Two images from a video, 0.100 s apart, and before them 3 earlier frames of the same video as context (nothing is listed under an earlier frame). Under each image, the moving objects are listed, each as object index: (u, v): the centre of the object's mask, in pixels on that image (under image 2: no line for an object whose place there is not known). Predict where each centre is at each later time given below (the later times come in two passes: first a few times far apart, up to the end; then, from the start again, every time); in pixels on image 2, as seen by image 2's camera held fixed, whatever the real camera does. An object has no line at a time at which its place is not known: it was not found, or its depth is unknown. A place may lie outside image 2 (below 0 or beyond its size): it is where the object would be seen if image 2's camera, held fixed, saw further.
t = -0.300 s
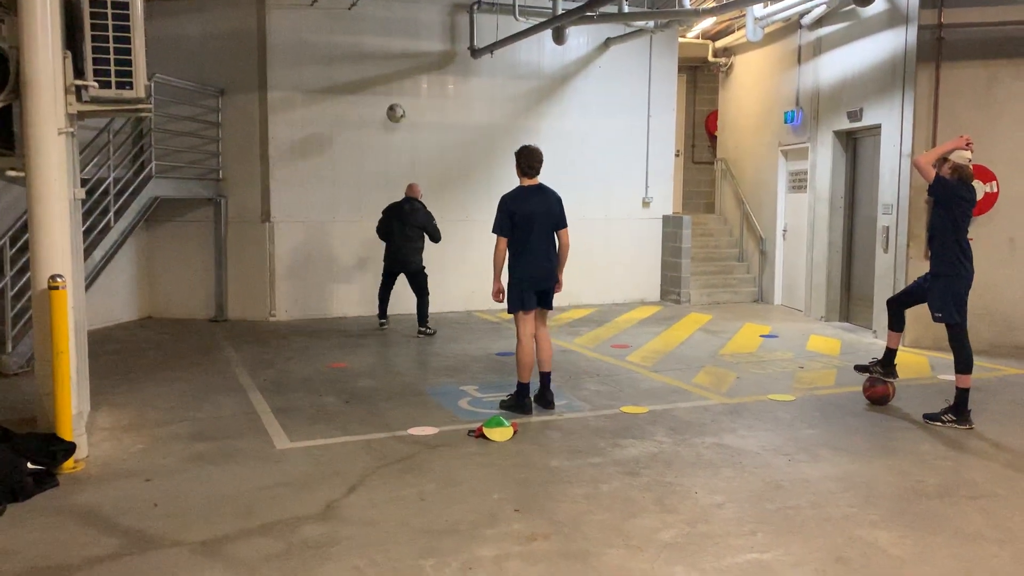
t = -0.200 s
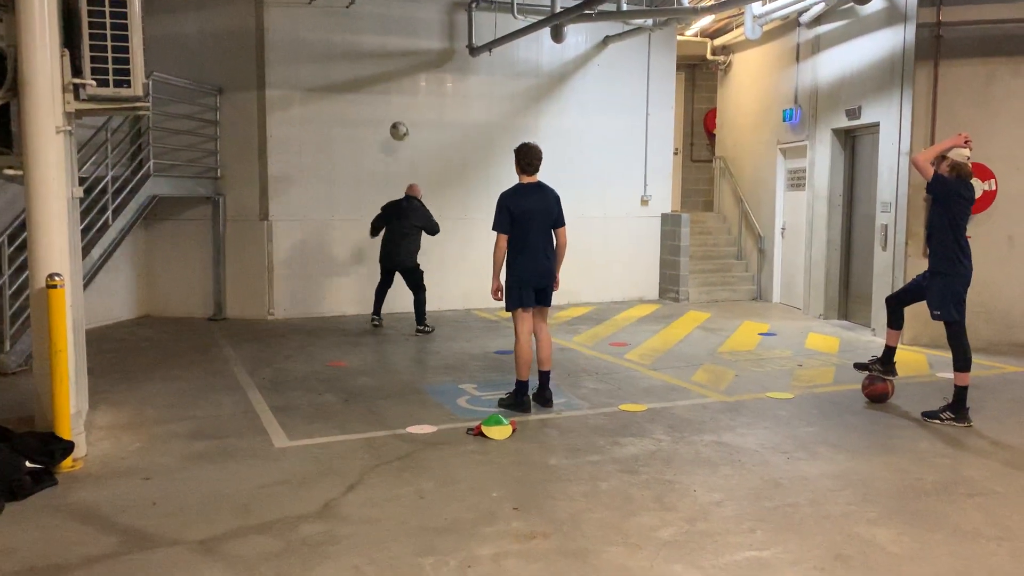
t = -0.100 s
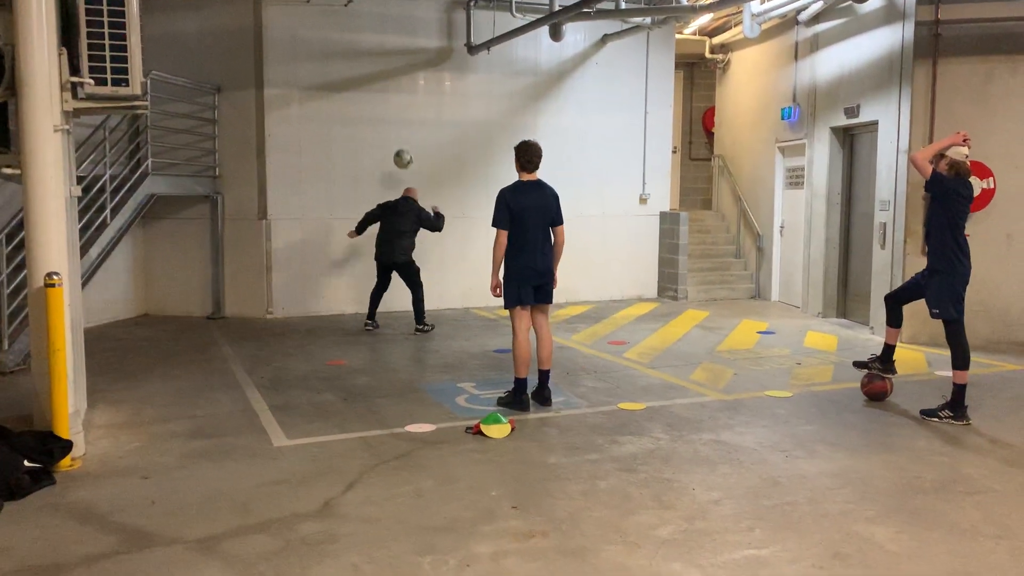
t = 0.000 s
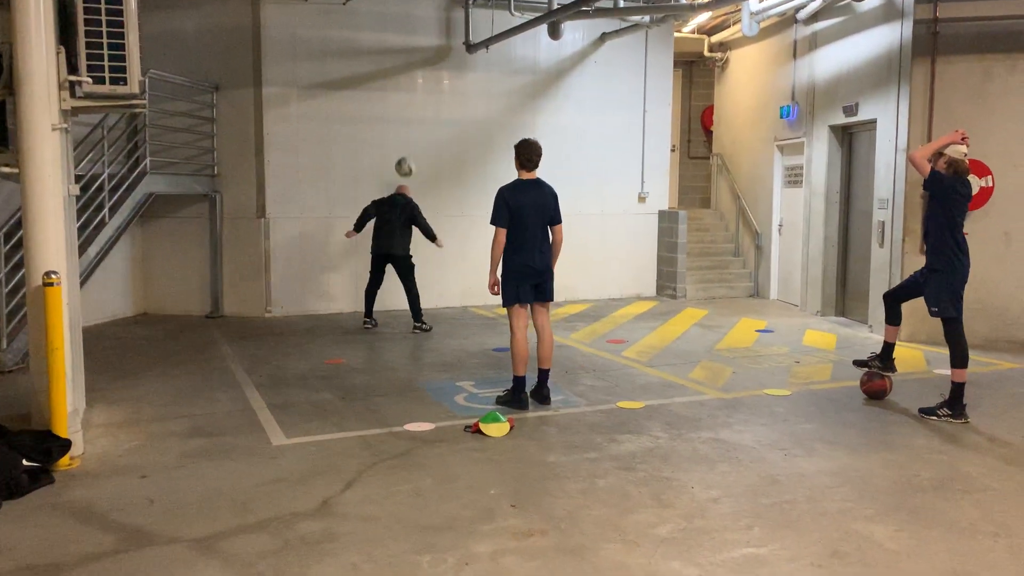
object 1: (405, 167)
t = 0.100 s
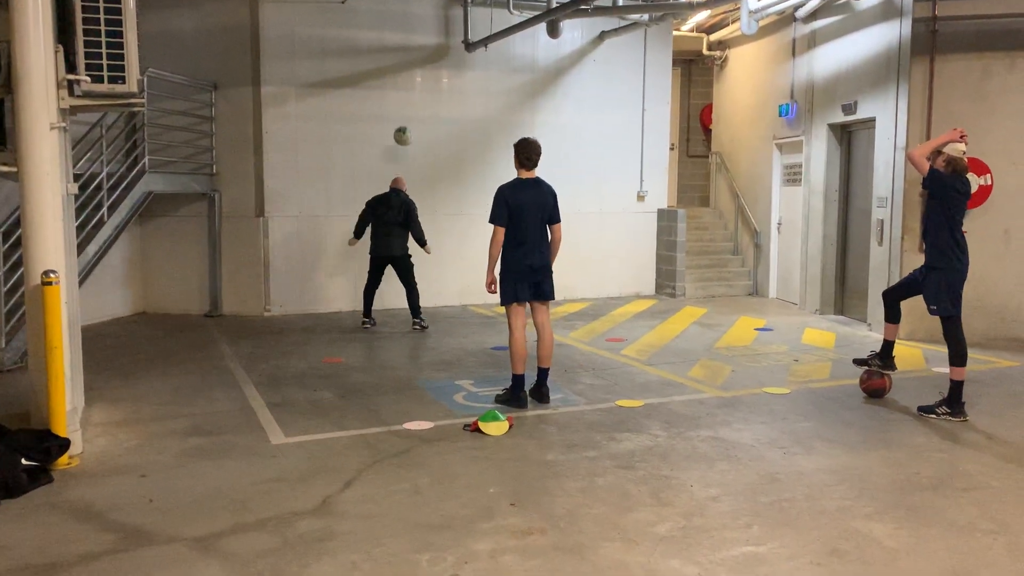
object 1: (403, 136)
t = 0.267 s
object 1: (403, 107)
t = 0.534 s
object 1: (406, 111)
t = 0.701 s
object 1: (416, 141)
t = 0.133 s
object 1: (403, 128)
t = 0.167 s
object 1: (402, 122)
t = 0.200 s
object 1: (402, 115)
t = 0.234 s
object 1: (403, 111)
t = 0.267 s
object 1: (403, 107)
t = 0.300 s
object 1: (402, 104)
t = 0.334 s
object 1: (402, 103)
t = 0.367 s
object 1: (403, 102)
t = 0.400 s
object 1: (403, 102)
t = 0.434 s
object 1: (403, 103)
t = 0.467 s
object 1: (404, 105)
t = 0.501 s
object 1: (404, 107)
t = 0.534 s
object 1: (406, 111)
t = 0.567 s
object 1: (408, 115)
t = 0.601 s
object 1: (410, 120)
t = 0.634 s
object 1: (412, 126)
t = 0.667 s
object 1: (414, 133)
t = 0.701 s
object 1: (416, 141)
